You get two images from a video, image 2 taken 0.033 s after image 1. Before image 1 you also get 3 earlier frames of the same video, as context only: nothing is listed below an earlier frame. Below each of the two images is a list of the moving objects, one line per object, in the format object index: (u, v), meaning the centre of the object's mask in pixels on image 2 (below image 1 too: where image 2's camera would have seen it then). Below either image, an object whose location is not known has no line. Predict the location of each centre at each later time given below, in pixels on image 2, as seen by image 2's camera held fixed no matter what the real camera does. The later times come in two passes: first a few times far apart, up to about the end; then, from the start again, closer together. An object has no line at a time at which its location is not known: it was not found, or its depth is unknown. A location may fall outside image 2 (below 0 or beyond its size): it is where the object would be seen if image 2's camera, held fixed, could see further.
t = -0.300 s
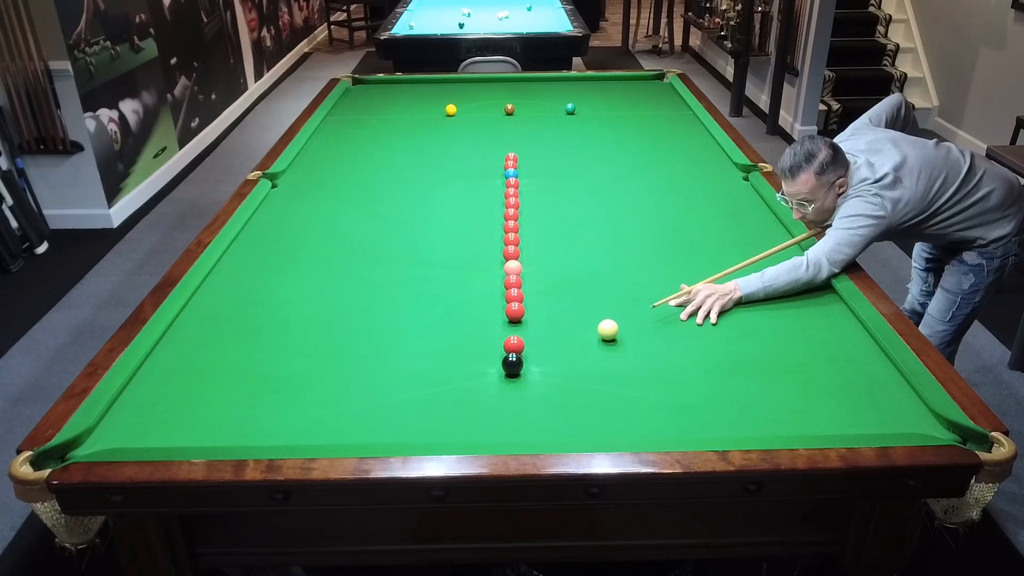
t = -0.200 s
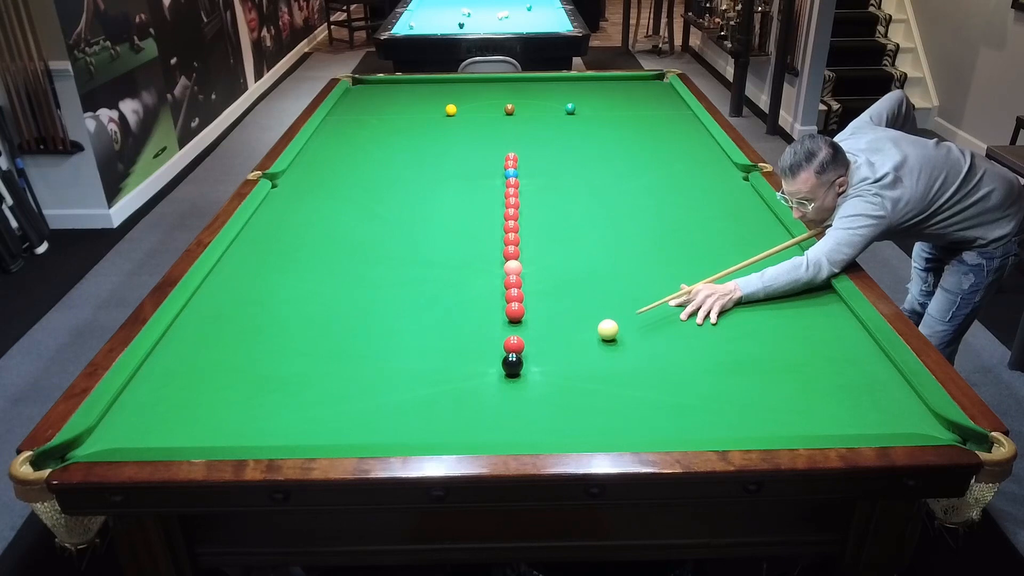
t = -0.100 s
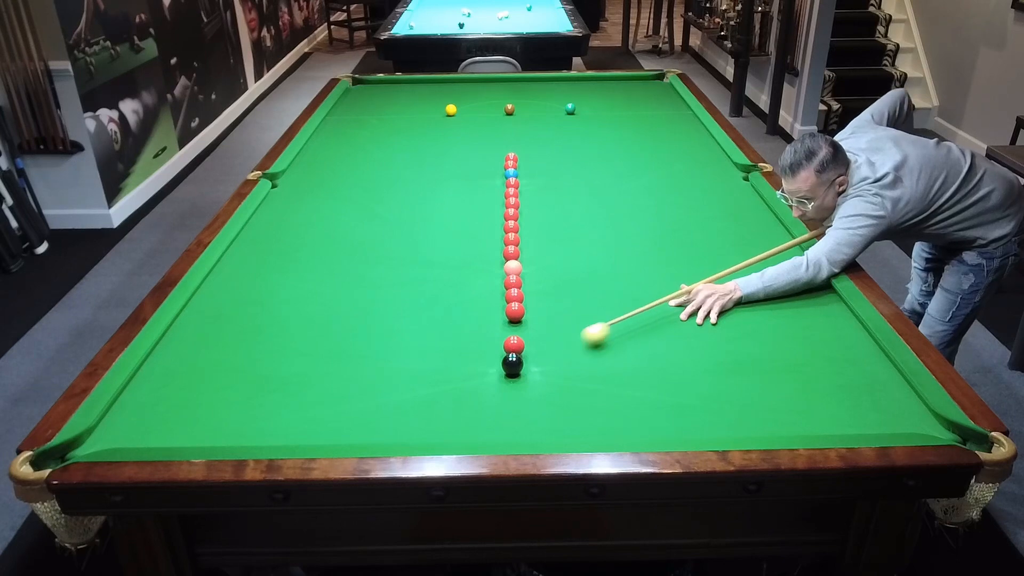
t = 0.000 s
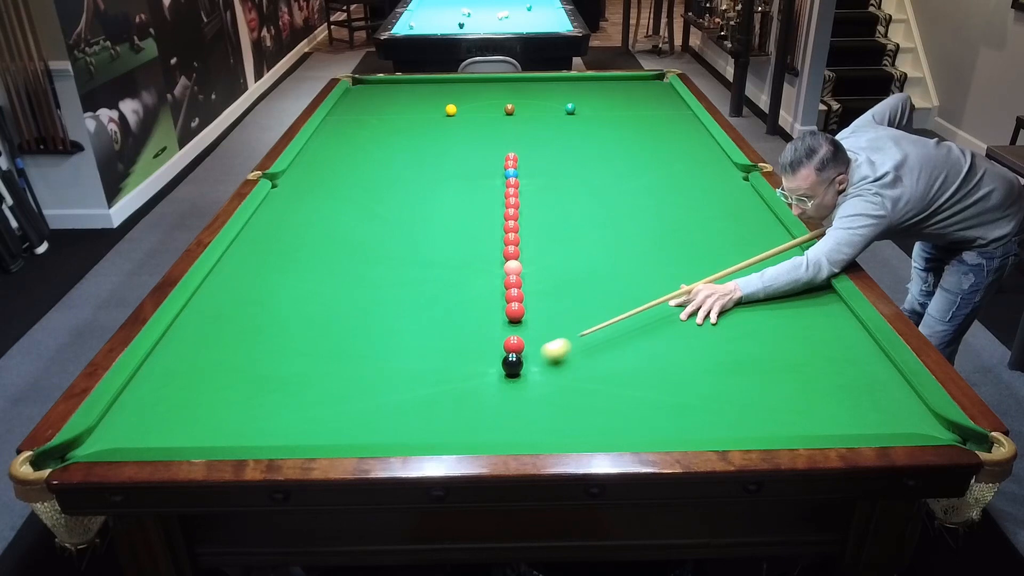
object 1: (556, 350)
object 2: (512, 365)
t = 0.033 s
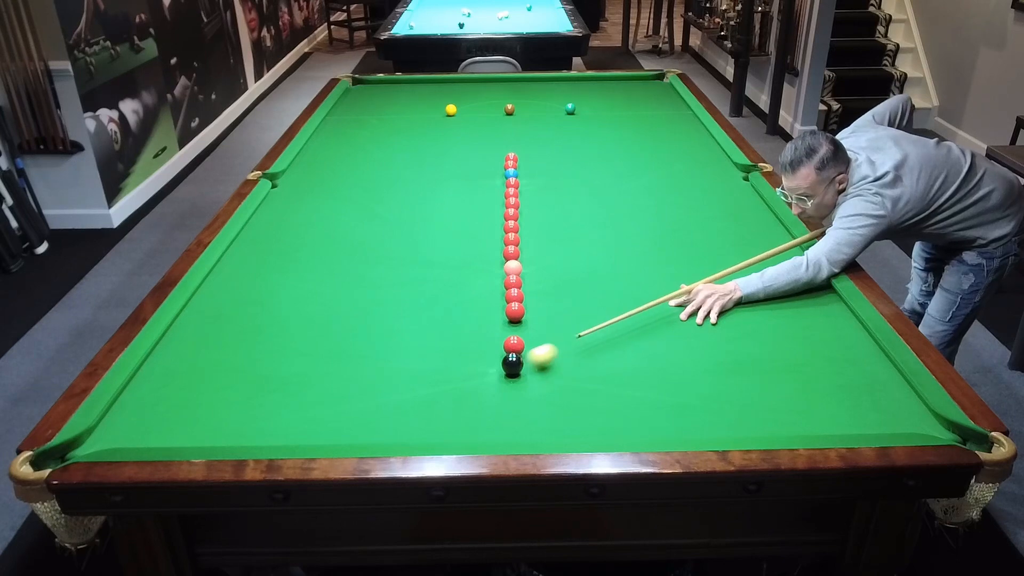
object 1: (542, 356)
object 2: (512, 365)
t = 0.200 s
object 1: (530, 374)
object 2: (454, 376)
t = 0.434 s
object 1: (514, 399)
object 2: (378, 392)
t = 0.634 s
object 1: (499, 420)
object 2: (311, 406)
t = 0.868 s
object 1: (482, 431)
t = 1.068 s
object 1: (474, 419)
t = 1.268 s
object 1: (465, 407)
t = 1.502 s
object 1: (456, 395)
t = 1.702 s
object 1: (450, 386)
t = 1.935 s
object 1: (443, 377)
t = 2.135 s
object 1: (438, 371)
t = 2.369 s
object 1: (433, 365)
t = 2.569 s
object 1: (430, 361)
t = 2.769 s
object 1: (428, 358)
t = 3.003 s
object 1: (426, 355)
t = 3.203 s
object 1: (424, 353)
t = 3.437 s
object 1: (424, 352)
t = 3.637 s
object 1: (424, 352)
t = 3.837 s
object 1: (424, 352)
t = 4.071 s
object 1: (424, 352)
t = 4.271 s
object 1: (424, 352)
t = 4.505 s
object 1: (424, 352)
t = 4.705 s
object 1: (424, 352)
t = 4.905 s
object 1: (424, 352)
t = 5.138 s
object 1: (424, 352)
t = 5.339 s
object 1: (424, 352)
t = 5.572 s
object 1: (424, 352)
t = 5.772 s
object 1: (424, 352)
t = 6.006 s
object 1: (424, 352)
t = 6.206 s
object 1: (424, 352)
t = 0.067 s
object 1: (534, 361)
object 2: (506, 365)
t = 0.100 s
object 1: (535, 364)
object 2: (491, 368)
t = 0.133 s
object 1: (534, 367)
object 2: (478, 371)
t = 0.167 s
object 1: (532, 370)
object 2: (466, 374)
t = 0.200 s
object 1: (530, 374)
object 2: (454, 376)
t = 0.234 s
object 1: (528, 377)
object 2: (443, 378)
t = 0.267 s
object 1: (526, 381)
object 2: (432, 380)
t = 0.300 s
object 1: (523, 384)
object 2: (421, 383)
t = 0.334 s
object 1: (521, 388)
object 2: (411, 385)
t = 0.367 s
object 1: (518, 391)
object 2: (400, 387)
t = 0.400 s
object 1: (516, 395)
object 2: (389, 390)
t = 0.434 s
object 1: (514, 399)
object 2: (378, 392)
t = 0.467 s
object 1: (511, 402)
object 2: (367, 394)
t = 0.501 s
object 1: (509, 406)
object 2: (356, 397)
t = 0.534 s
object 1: (506, 409)
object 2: (345, 399)
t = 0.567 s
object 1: (503, 413)
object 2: (333, 402)
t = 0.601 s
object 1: (501, 417)
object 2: (322, 404)
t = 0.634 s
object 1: (499, 420)
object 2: (311, 406)
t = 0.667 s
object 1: (496, 424)
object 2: (300, 408)
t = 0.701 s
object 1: (493, 427)
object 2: (288, 411)
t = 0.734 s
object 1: (491, 430)
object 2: (277, 413)
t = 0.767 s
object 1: (489, 432)
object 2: (266, 416)
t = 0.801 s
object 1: (486, 434)
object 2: (254, 418)
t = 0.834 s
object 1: (484, 432)
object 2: (243, 420)
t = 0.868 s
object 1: (482, 431)
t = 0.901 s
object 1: (481, 429)
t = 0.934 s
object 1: (479, 428)
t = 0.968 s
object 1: (478, 426)
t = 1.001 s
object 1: (476, 424)
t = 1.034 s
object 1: (475, 422)
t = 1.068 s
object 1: (474, 419)
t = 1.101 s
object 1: (472, 417)
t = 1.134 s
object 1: (471, 415)
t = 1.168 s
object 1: (469, 413)
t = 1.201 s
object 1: (468, 411)
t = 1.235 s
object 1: (467, 409)
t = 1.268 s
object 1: (465, 407)
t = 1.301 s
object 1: (464, 405)
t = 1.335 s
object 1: (463, 403)
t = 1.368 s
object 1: (462, 402)
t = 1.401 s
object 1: (460, 400)
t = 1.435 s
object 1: (459, 398)
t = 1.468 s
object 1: (458, 397)
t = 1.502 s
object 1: (456, 395)
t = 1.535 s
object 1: (455, 394)
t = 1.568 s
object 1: (454, 392)
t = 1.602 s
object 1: (453, 390)
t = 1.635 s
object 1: (452, 389)
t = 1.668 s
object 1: (451, 388)
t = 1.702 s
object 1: (450, 386)
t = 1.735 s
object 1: (449, 385)
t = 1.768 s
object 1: (448, 384)
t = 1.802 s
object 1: (447, 382)
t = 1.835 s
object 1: (446, 381)
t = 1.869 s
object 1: (445, 380)
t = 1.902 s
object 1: (444, 379)
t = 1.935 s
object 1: (443, 377)
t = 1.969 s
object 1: (442, 376)
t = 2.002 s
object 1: (441, 375)
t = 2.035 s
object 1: (441, 374)
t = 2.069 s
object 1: (440, 373)
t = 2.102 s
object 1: (439, 372)
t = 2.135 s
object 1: (438, 371)
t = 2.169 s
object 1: (437, 370)
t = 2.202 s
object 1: (437, 369)
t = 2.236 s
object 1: (436, 368)
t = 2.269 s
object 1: (435, 368)
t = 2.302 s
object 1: (435, 367)
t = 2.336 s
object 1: (434, 366)
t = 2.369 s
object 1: (433, 365)
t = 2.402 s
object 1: (433, 364)
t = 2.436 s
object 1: (432, 364)
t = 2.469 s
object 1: (432, 363)
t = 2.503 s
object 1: (431, 362)
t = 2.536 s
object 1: (431, 362)
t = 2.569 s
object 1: (430, 361)
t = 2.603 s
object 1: (429, 360)
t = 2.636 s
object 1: (429, 360)
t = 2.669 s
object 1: (429, 359)
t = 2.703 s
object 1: (428, 358)
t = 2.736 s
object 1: (428, 358)
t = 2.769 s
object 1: (428, 358)
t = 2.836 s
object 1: (427, 357)
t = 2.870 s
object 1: (427, 356)
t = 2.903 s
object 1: (426, 356)
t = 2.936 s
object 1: (426, 355)
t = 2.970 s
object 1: (426, 355)
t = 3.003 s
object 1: (426, 355)
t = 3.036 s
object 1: (425, 354)
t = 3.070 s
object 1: (425, 354)
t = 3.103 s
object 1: (425, 354)
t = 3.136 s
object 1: (425, 353)
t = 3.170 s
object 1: (425, 353)
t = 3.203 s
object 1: (424, 353)
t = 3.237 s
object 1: (425, 353)
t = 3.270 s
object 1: (424, 353)
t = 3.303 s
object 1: (424, 352)
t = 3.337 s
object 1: (424, 352)
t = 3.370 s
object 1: (424, 352)
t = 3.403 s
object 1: (424, 352)
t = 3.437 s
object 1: (424, 352)
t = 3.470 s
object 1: (424, 352)
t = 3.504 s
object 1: (424, 352)
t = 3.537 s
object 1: (424, 352)
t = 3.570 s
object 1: (424, 352)
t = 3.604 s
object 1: (424, 352)
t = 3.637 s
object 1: (424, 352)
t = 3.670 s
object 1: (424, 352)
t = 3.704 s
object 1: (424, 352)
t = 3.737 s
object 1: (424, 352)
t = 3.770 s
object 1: (424, 352)
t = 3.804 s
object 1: (424, 352)
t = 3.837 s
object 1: (424, 352)
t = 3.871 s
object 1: (424, 352)
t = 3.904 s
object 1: (424, 352)
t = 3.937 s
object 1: (424, 352)
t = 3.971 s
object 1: (424, 352)
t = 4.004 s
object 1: (424, 352)
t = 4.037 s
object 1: (424, 352)
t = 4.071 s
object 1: (424, 352)
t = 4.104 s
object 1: (424, 352)
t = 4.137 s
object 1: (424, 352)
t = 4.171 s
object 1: (424, 352)
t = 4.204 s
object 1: (424, 352)
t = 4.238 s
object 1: (424, 352)
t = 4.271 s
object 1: (424, 352)
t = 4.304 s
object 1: (424, 352)
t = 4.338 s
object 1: (424, 352)
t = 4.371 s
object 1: (424, 352)
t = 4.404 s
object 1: (424, 352)
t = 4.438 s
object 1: (424, 352)
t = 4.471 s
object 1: (424, 352)
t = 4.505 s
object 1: (424, 352)
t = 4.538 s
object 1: (424, 352)
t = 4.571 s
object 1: (424, 352)
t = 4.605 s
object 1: (424, 352)
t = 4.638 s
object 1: (424, 352)
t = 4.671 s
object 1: (424, 352)
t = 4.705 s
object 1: (424, 352)
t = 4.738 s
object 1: (424, 352)
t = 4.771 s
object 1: (424, 352)
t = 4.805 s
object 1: (424, 352)
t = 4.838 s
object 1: (424, 352)
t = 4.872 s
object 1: (424, 352)
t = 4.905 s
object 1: (424, 352)
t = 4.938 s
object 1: (424, 352)
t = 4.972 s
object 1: (424, 352)
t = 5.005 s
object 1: (424, 352)
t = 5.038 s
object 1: (424, 352)
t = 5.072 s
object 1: (424, 352)
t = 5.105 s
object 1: (424, 352)
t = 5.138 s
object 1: (424, 352)
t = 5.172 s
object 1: (424, 352)
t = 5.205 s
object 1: (424, 352)
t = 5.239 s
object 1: (424, 352)
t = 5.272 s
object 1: (424, 352)
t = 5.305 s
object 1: (424, 352)
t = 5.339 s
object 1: (424, 352)
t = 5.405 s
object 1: (424, 352)
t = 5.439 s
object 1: (424, 352)
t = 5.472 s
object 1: (424, 352)
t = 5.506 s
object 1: (424, 352)
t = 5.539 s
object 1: (424, 352)
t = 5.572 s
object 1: (424, 352)
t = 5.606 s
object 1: (424, 352)
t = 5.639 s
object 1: (424, 352)
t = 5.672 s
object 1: (424, 352)
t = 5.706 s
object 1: (424, 352)
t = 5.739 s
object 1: (424, 352)
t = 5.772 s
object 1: (424, 352)
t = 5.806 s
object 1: (424, 352)
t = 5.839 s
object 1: (424, 352)
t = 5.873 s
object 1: (424, 352)
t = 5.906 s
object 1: (424, 352)
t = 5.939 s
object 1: (424, 352)
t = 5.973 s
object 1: (424, 352)
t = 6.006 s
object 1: (424, 352)
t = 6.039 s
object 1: (424, 352)
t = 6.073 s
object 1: (424, 352)
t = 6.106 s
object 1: (424, 352)
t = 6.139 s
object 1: (424, 352)
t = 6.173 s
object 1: (424, 352)
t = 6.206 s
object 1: (424, 352)
